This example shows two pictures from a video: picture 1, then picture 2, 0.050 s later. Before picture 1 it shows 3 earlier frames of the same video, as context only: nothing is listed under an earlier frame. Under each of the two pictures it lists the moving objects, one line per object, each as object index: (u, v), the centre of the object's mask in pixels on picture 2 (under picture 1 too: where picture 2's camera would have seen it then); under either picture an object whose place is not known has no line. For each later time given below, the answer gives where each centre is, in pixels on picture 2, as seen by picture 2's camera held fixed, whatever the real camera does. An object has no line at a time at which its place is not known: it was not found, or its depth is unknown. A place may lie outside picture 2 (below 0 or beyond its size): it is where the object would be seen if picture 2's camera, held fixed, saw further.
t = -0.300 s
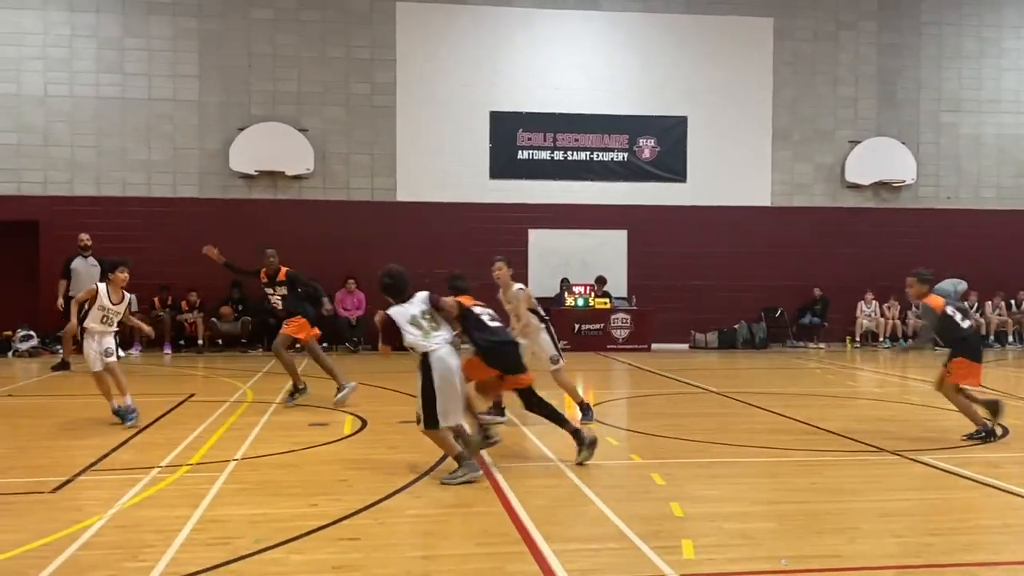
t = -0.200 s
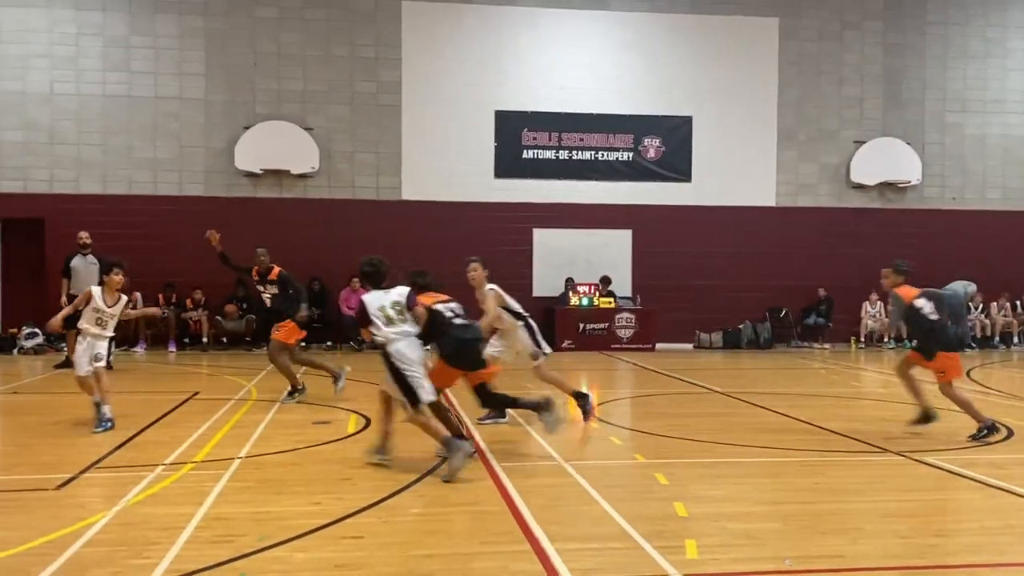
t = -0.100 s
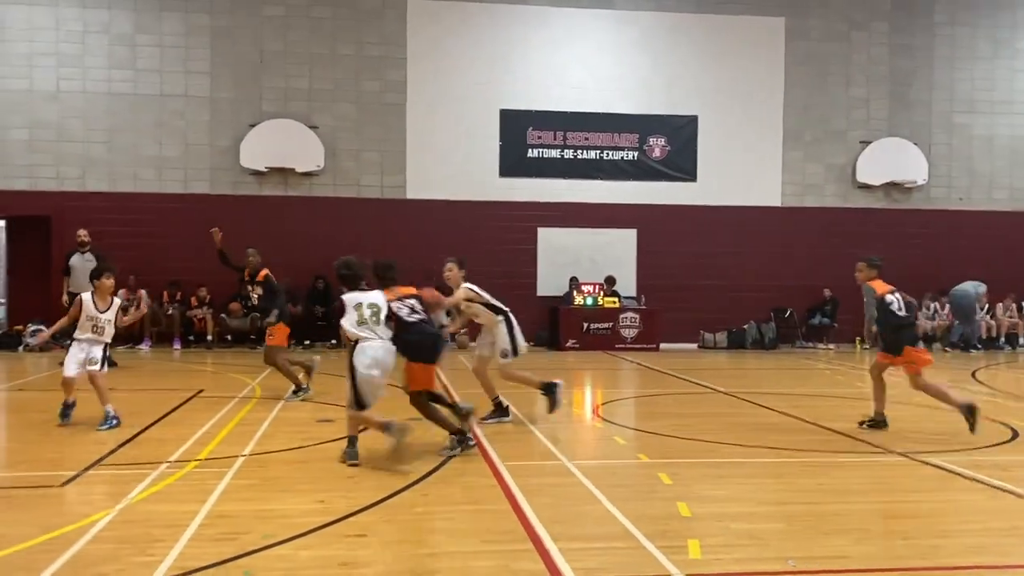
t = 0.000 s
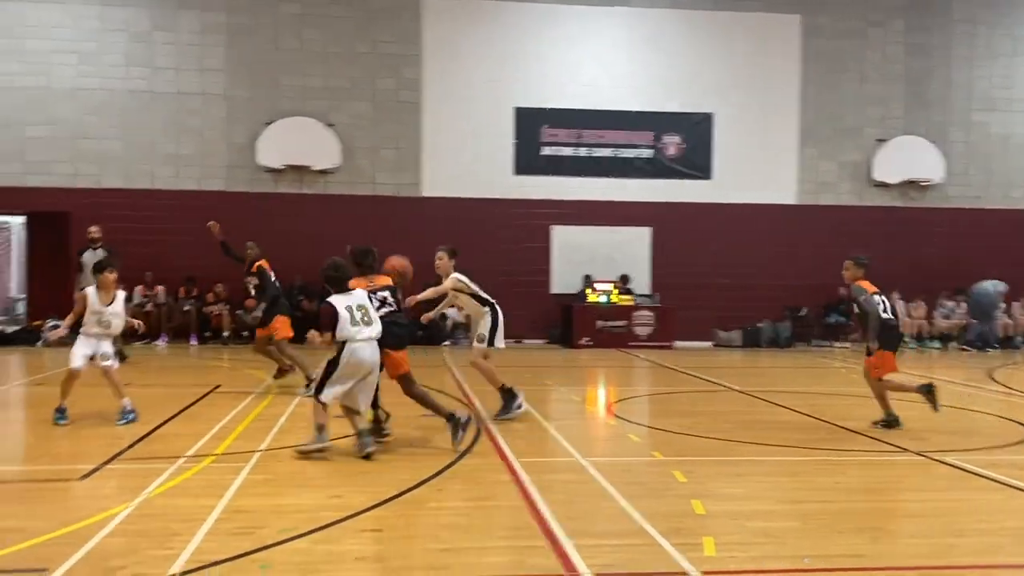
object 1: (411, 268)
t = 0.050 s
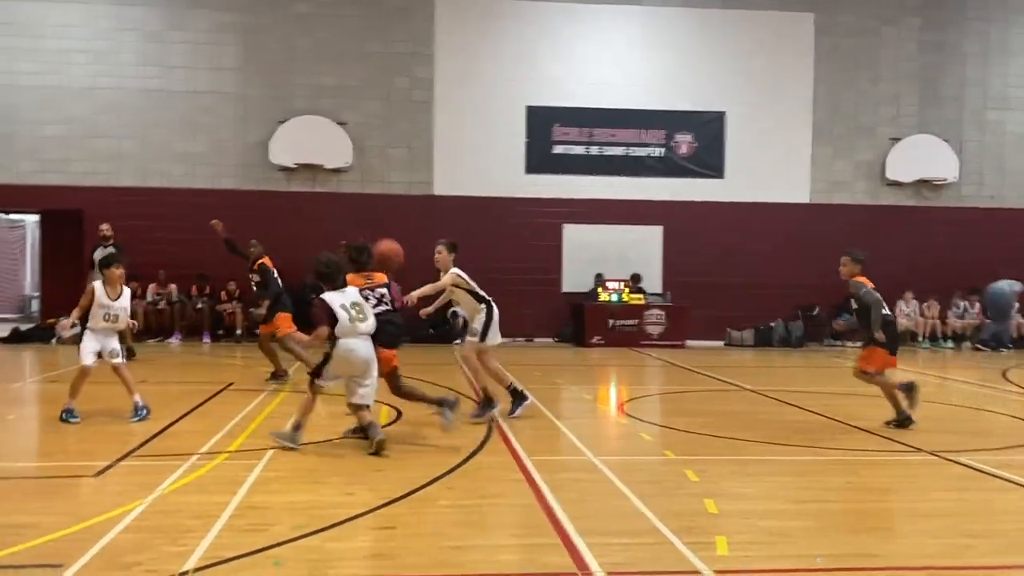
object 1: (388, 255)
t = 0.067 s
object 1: (381, 248)
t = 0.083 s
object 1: (373, 242)
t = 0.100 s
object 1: (365, 235)
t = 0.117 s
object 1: (357, 228)
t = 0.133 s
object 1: (349, 221)
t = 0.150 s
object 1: (341, 213)
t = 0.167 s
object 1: (333, 208)
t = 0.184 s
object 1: (326, 200)
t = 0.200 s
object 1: (321, 192)
